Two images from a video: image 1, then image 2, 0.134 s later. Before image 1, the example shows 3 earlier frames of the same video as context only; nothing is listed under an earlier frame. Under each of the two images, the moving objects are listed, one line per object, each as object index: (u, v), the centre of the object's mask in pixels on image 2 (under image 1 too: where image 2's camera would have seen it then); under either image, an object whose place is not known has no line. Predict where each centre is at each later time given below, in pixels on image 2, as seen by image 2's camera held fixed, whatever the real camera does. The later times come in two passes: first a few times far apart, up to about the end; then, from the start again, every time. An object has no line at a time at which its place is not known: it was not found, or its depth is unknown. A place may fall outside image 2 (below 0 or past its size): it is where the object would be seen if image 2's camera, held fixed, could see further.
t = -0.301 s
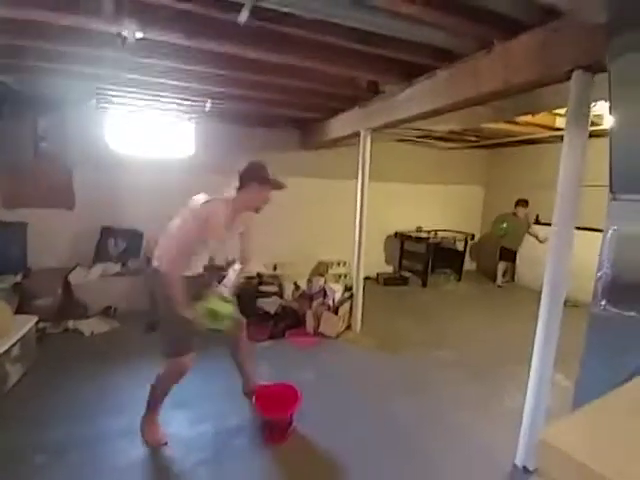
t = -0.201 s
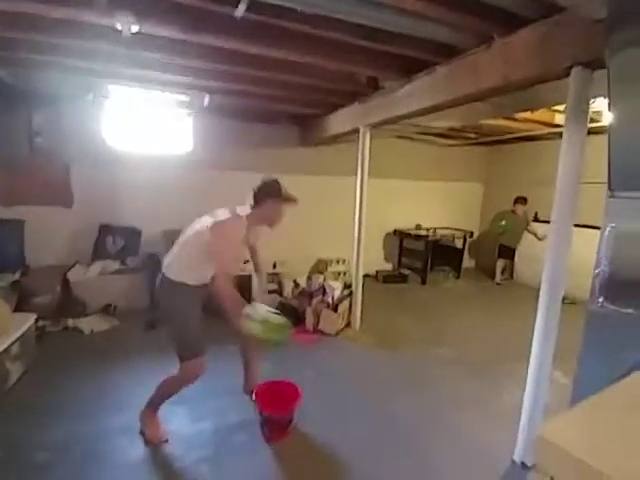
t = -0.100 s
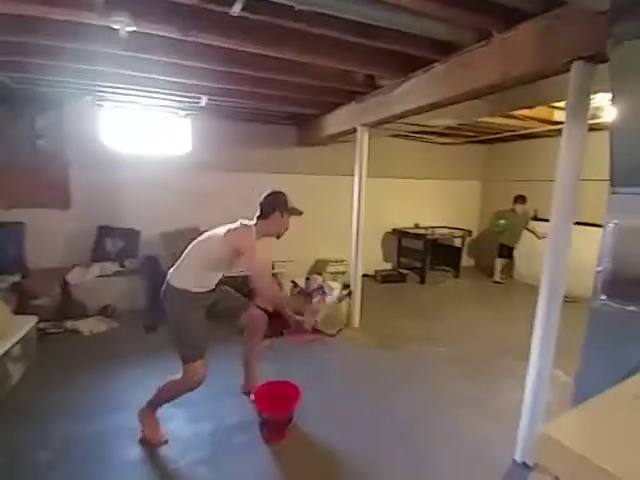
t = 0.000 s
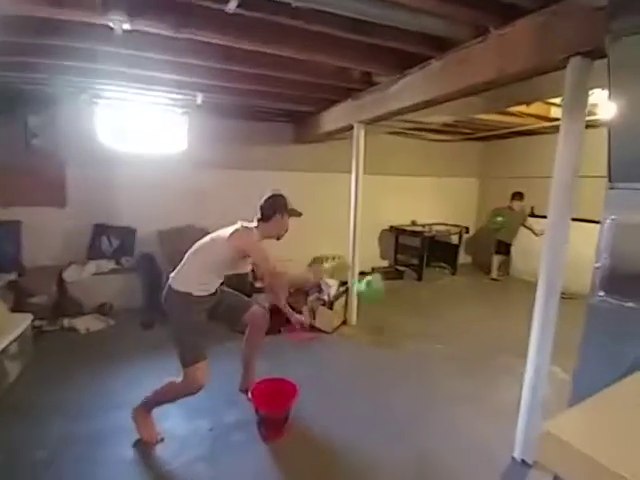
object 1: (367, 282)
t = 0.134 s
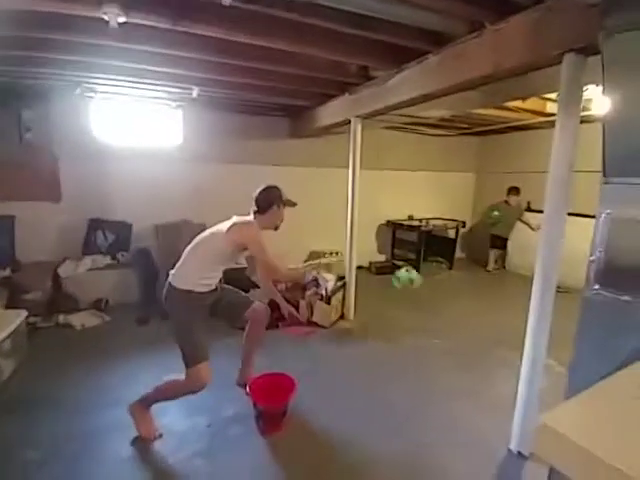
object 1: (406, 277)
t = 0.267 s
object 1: (433, 292)
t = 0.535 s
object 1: (444, 259)
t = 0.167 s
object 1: (415, 279)
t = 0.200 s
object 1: (423, 284)
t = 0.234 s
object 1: (430, 285)
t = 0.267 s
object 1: (433, 292)
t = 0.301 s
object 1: (438, 298)
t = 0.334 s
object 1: (441, 302)
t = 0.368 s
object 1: (443, 296)
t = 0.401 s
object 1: (446, 282)
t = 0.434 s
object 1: (446, 273)
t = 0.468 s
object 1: (444, 268)
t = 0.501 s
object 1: (445, 263)
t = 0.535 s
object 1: (444, 259)
